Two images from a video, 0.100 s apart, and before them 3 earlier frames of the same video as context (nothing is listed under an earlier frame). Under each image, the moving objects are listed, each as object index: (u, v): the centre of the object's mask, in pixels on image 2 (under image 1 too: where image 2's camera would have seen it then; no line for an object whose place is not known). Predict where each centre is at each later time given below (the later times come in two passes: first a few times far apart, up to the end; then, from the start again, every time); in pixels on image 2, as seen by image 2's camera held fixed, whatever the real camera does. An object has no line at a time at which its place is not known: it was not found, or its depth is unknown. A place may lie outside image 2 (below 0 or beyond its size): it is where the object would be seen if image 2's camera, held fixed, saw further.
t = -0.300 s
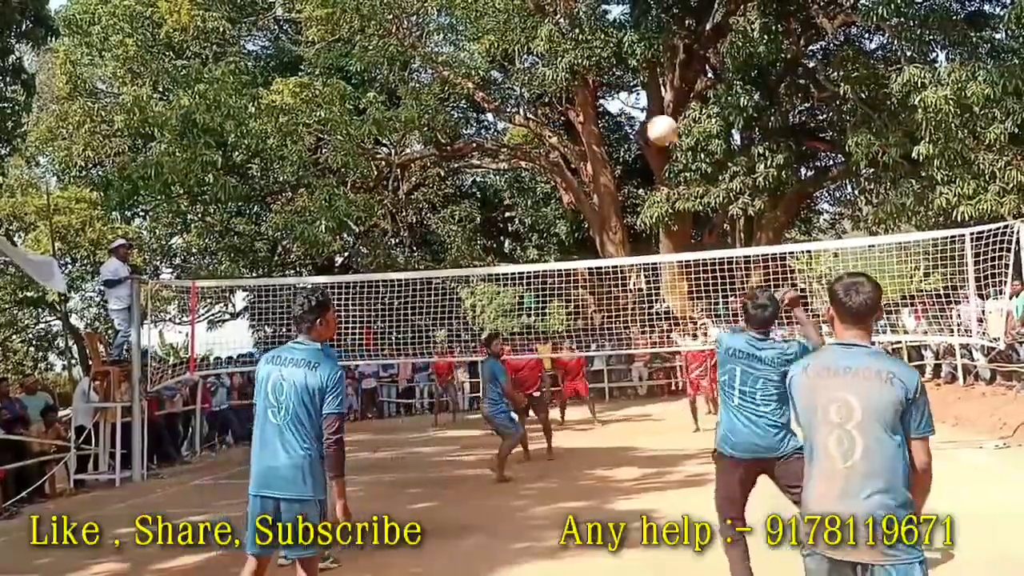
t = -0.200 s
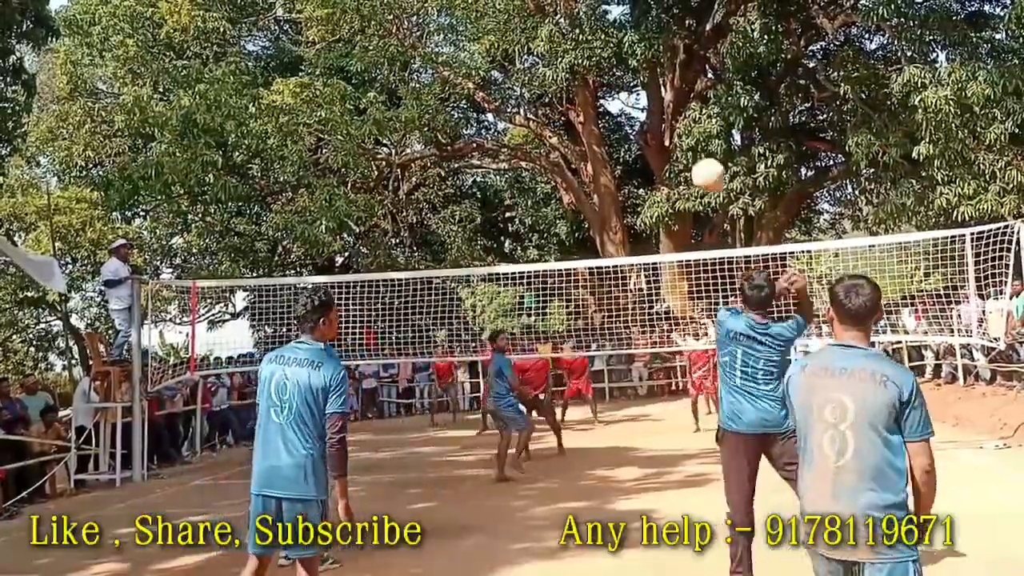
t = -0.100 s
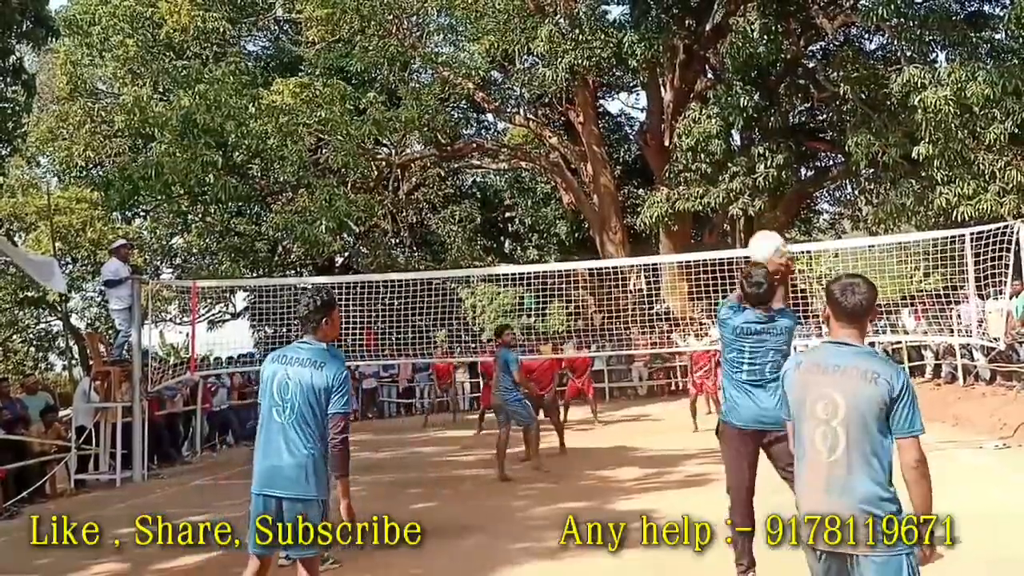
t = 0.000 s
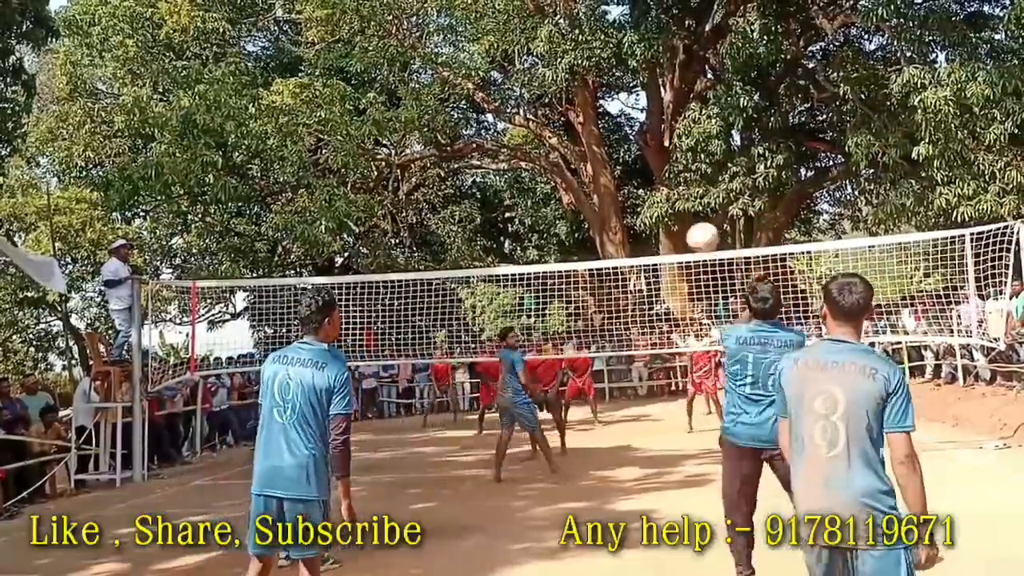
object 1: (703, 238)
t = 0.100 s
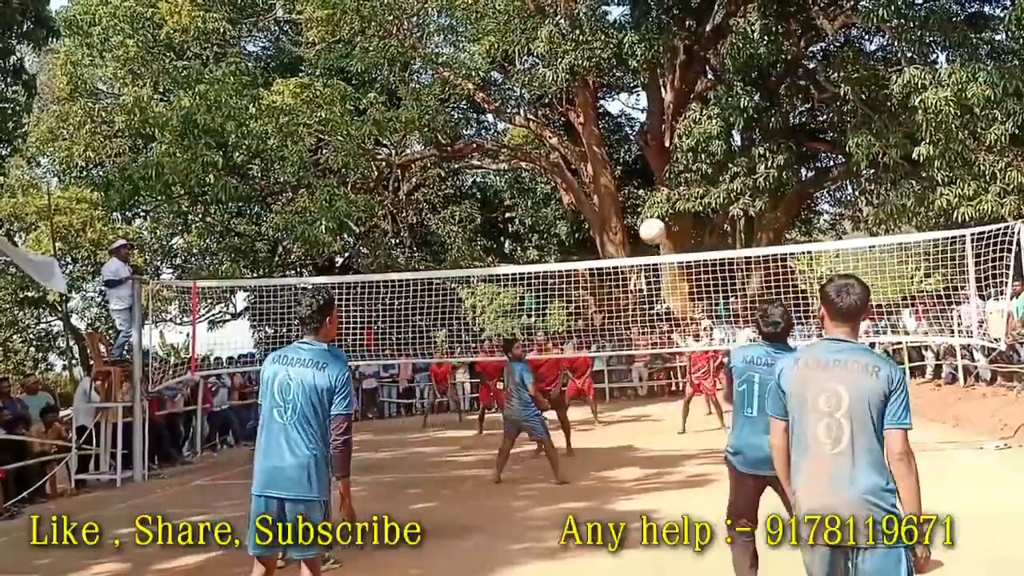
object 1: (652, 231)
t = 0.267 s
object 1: (602, 239)
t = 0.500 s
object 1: (569, 273)
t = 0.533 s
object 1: (567, 279)
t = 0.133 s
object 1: (640, 231)
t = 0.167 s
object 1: (629, 232)
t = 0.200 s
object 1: (619, 234)
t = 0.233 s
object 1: (610, 236)
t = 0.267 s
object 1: (602, 239)
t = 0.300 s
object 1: (596, 245)
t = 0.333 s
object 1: (591, 250)
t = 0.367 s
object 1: (586, 256)
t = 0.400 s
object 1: (581, 258)
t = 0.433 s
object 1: (578, 263)
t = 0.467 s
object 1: (574, 264)
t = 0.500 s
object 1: (569, 273)
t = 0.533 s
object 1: (567, 279)
